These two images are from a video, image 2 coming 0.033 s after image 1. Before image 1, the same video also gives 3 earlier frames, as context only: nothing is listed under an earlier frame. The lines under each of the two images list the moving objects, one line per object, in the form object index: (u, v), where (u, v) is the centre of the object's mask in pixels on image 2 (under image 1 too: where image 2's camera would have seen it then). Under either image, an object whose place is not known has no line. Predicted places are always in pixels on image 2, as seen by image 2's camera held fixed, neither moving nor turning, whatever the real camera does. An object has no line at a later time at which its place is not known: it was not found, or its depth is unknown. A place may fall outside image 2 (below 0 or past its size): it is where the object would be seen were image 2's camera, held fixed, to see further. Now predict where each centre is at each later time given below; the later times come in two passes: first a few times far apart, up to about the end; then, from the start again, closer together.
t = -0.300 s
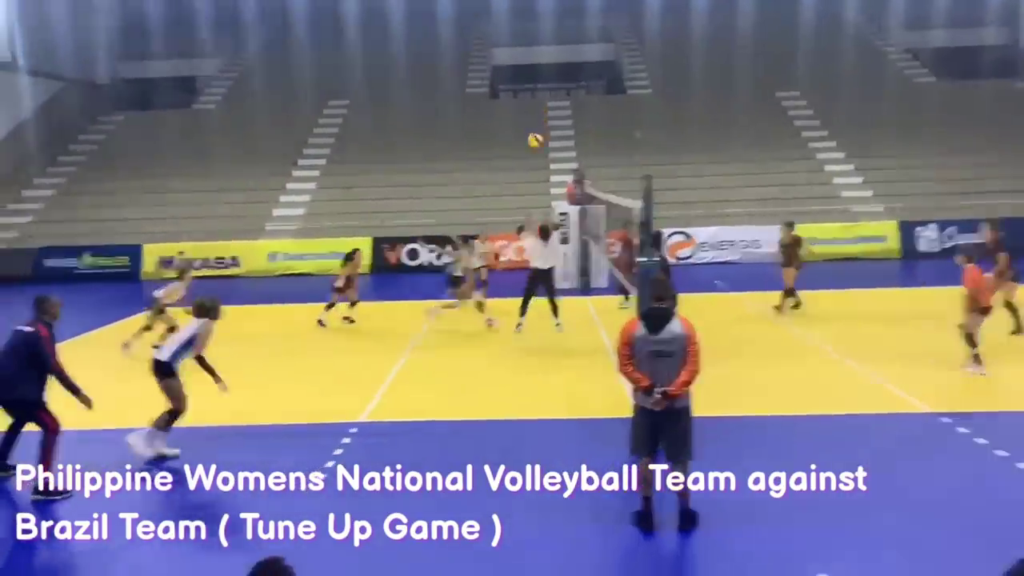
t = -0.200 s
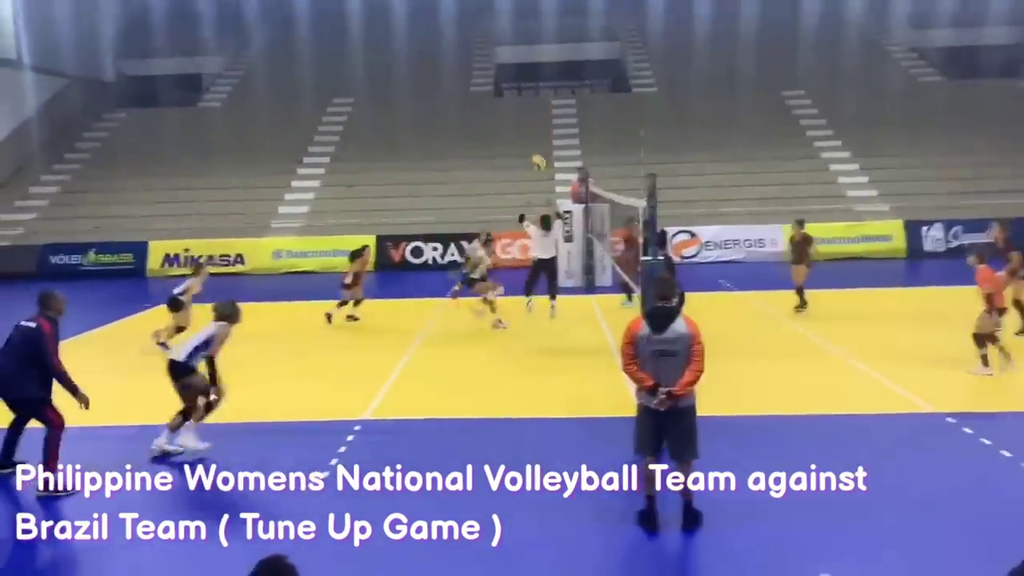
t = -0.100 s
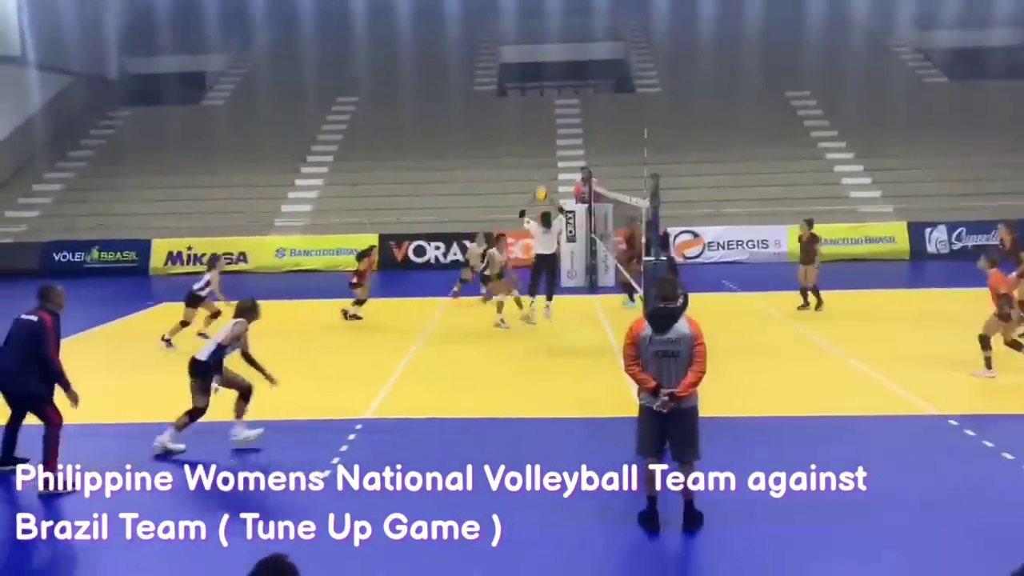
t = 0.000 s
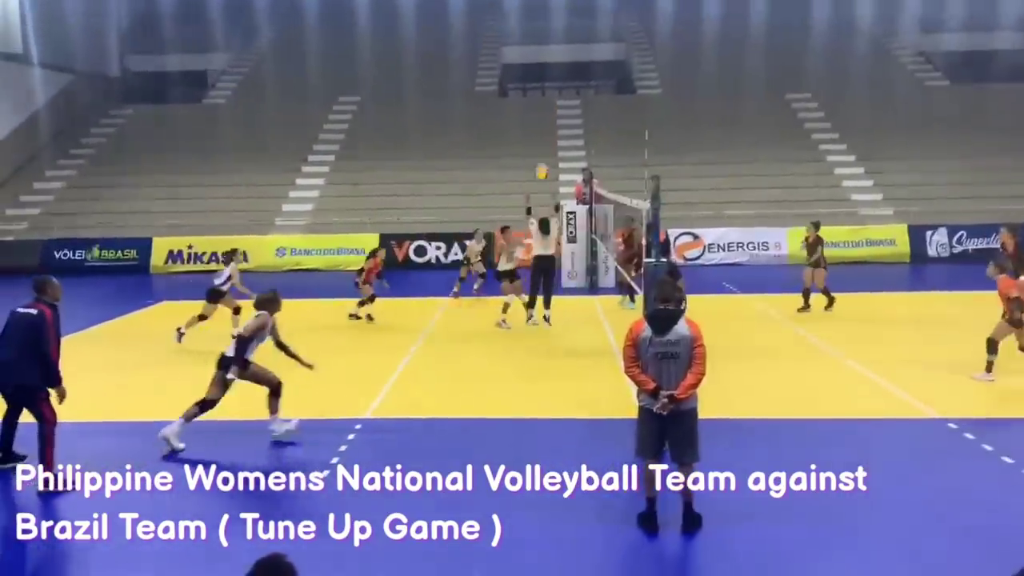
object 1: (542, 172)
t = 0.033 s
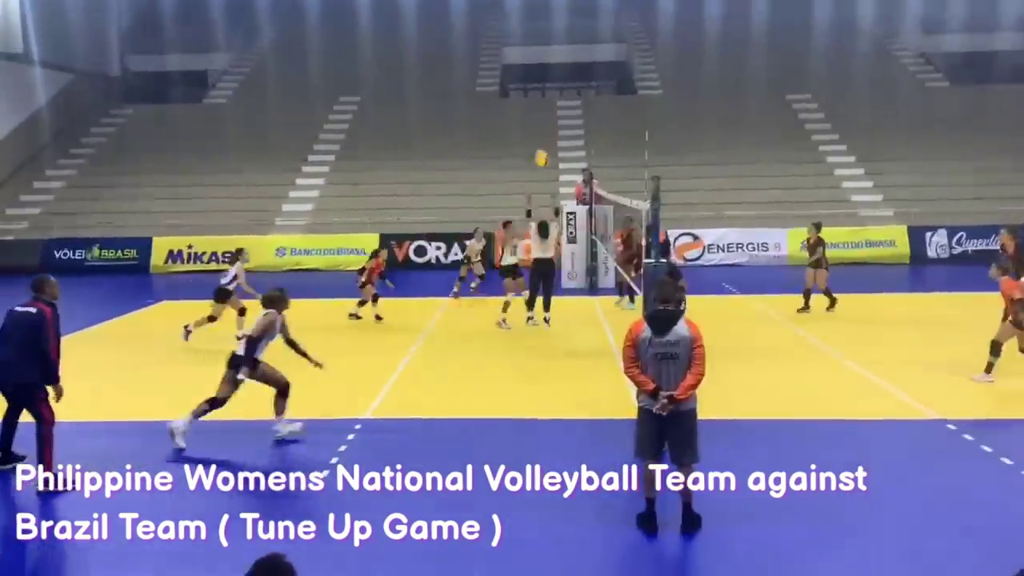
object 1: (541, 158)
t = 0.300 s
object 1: (537, 63)
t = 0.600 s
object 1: (532, 13)
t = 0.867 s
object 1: (528, 25)
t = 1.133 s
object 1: (525, 100)
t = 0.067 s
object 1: (541, 144)
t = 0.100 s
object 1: (540, 131)
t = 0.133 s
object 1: (540, 118)
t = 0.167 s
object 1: (539, 105)
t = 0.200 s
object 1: (539, 94)
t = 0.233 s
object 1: (538, 83)
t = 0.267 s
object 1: (537, 74)
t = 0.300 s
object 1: (537, 63)
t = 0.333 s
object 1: (536, 54)
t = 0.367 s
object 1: (536, 46)
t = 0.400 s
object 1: (535, 39)
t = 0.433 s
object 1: (535, 33)
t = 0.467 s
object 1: (535, 28)
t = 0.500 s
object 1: (534, 23)
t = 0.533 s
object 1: (533, 19)
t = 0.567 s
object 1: (533, 16)
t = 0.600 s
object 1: (532, 13)
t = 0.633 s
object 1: (532, 11)
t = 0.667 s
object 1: (531, 10)
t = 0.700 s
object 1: (531, 11)
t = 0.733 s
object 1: (530, 12)
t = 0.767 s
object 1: (530, 14)
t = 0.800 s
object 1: (529, 16)
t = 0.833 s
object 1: (529, 21)
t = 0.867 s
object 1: (528, 25)
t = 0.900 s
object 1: (528, 31)
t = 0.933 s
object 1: (526, 37)
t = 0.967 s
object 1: (526, 45)
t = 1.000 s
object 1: (525, 54)
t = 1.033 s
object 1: (524, 65)
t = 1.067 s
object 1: (526, 75)
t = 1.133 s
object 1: (525, 100)
